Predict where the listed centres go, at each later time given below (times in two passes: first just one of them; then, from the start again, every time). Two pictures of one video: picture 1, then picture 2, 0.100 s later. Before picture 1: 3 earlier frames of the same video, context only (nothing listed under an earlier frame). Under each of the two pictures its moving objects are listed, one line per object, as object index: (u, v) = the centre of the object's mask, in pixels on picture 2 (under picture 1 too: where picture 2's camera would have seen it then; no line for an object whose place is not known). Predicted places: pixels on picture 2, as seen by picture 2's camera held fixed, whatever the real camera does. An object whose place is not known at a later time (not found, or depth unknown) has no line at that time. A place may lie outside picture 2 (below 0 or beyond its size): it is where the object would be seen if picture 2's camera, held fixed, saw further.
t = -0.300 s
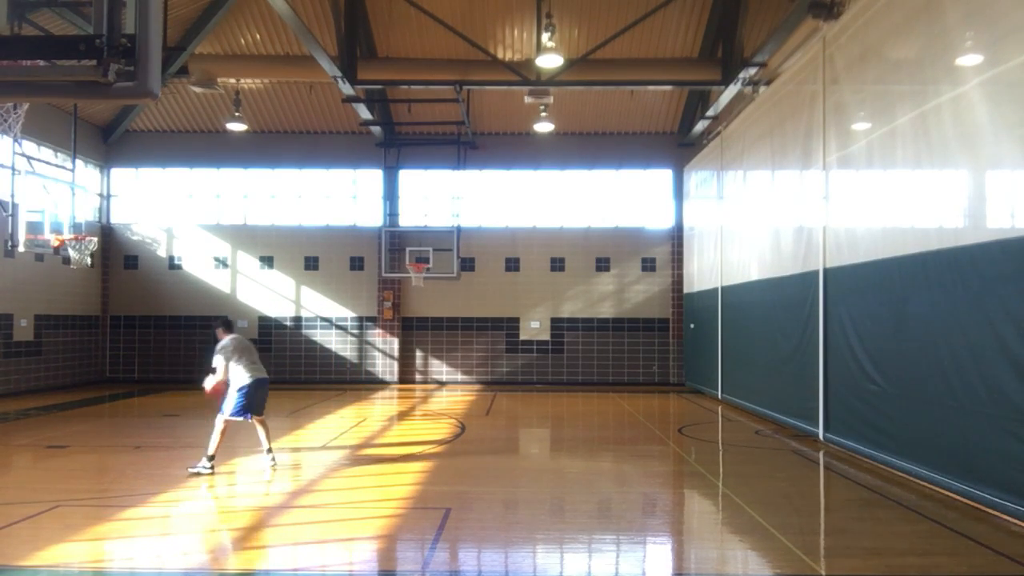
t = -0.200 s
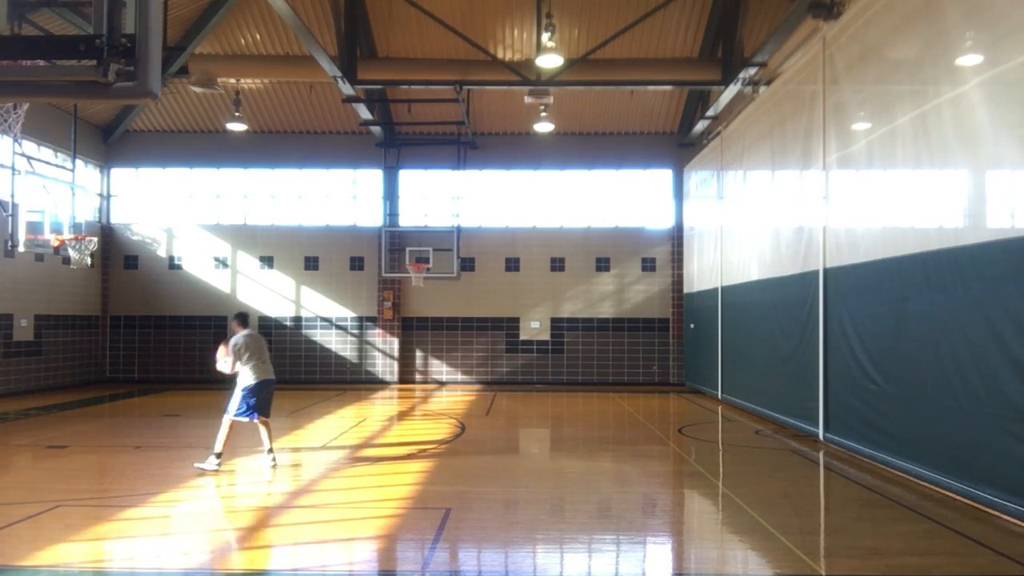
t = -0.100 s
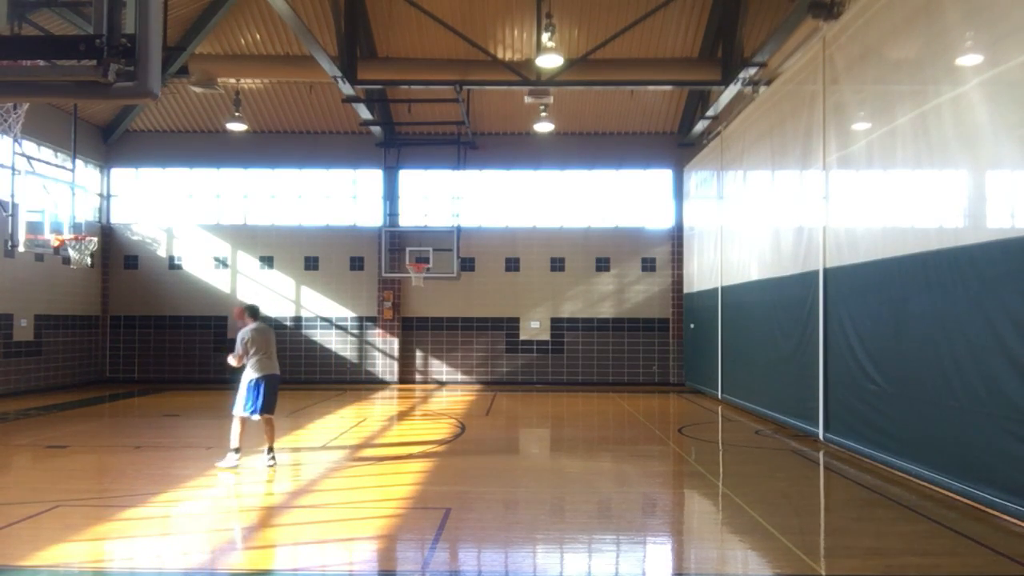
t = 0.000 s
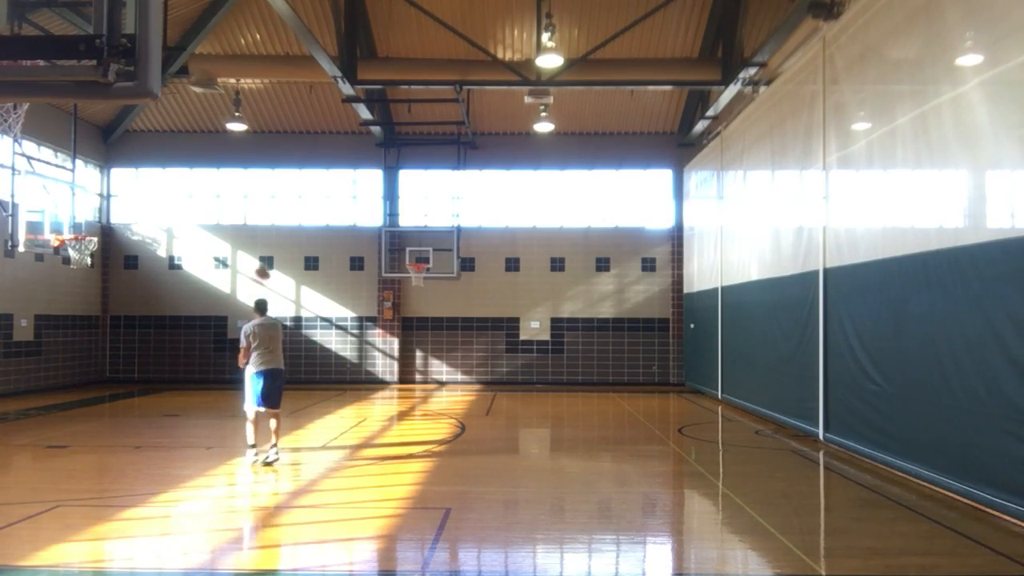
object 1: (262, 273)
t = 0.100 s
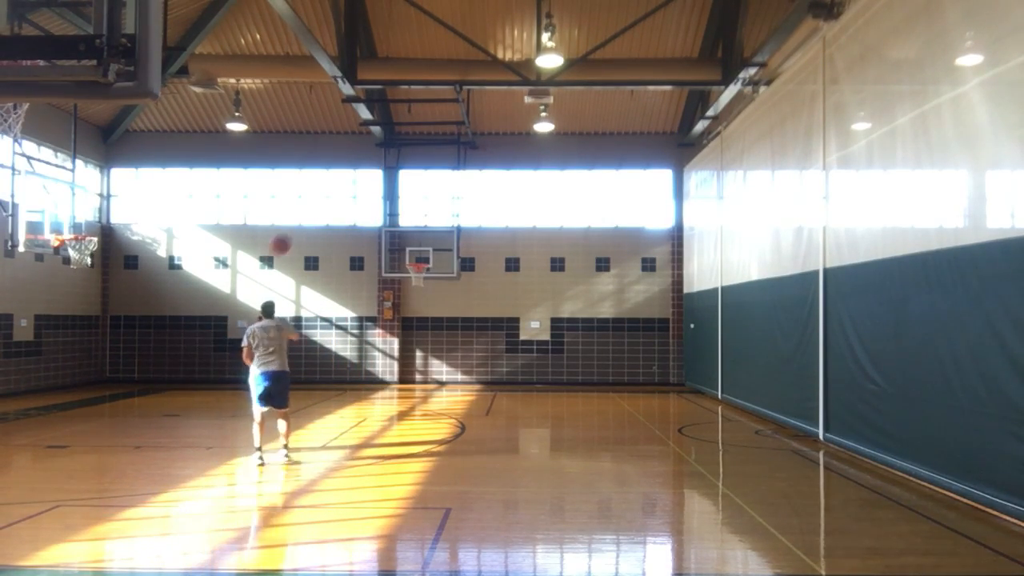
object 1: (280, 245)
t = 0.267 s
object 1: (310, 213)
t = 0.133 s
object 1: (286, 237)
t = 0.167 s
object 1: (292, 231)
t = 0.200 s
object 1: (298, 224)
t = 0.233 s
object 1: (304, 219)
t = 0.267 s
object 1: (310, 213)
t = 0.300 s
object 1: (316, 209)
